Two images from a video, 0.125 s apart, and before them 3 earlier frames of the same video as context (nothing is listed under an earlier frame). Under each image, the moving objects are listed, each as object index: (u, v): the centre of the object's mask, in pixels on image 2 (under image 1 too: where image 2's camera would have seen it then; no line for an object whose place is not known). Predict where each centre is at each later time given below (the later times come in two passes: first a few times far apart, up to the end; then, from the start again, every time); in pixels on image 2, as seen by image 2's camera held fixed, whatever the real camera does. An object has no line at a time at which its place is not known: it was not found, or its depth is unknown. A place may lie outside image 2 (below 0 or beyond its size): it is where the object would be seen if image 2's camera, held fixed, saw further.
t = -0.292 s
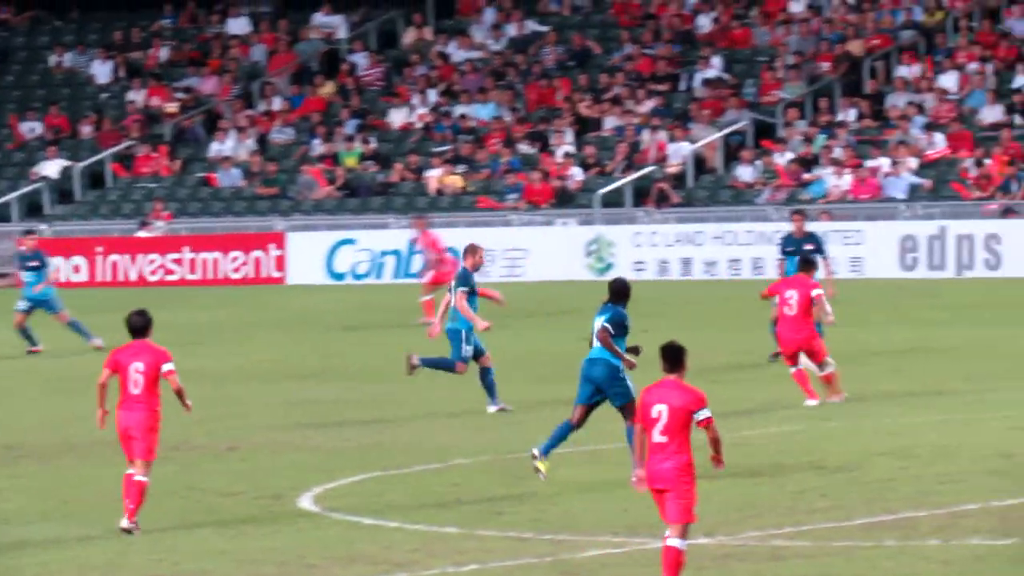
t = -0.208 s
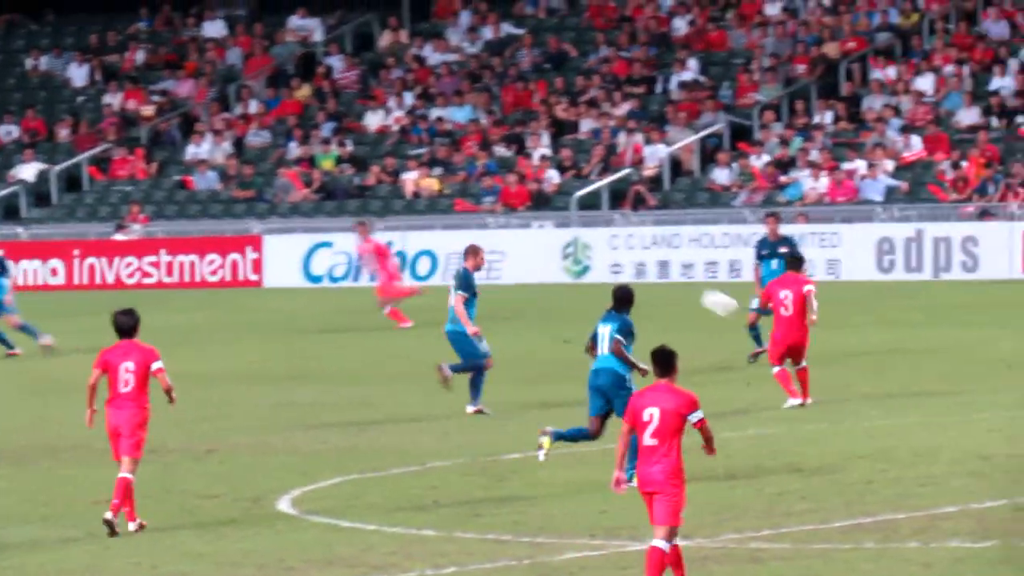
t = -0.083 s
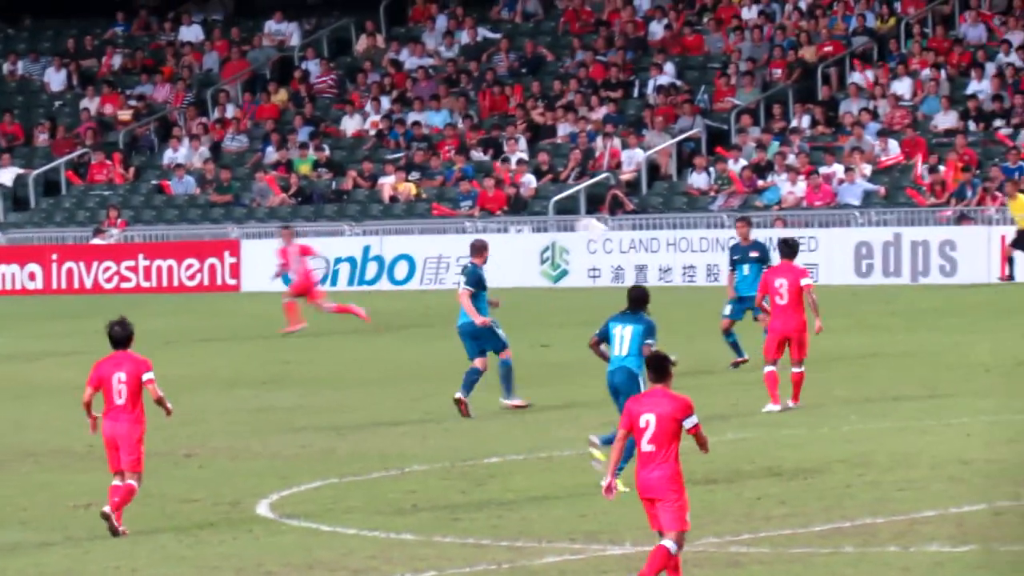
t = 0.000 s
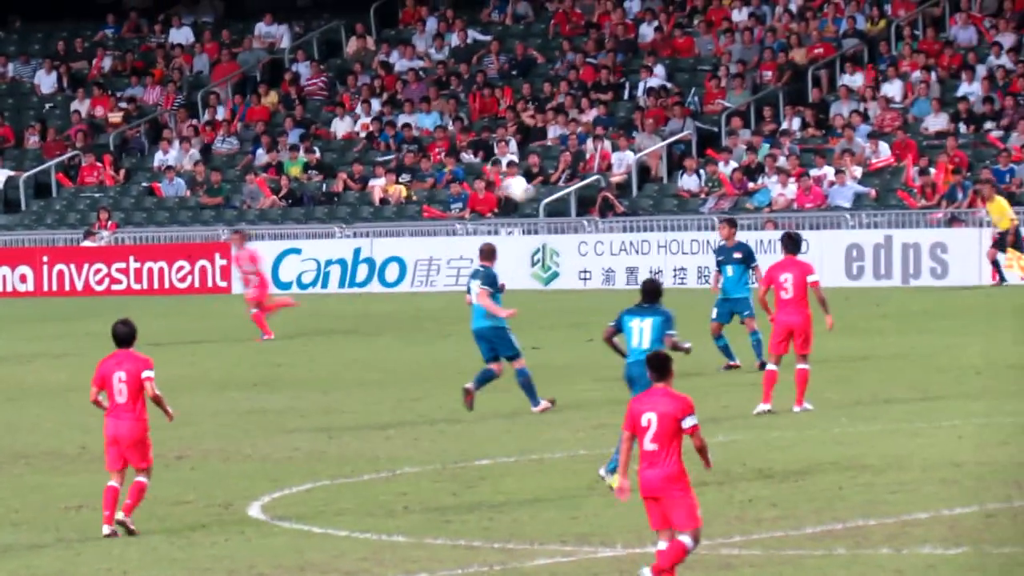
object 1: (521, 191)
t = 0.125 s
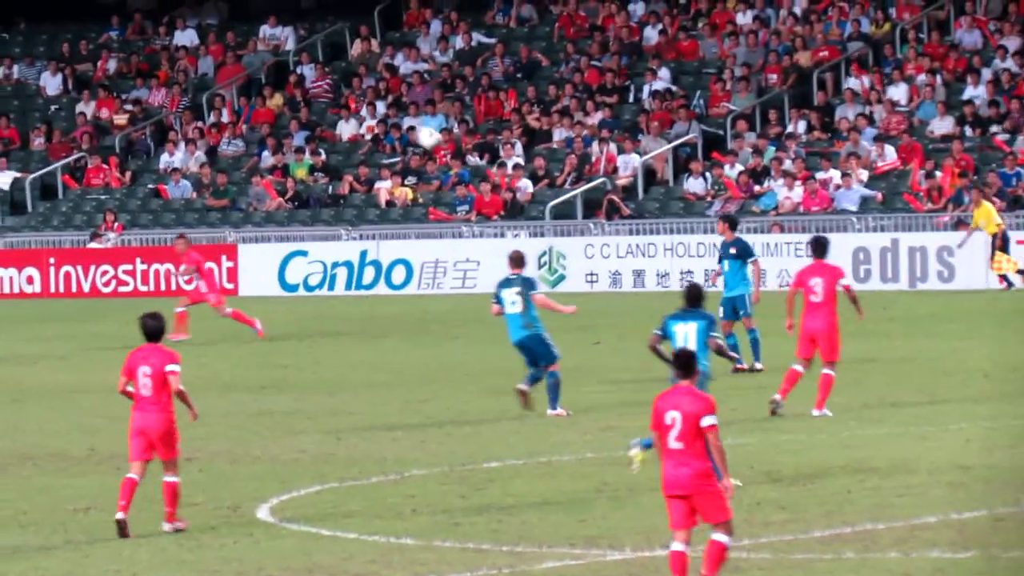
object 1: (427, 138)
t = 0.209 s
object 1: (370, 108)
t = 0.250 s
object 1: (342, 96)
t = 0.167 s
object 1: (399, 122)
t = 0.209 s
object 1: (370, 108)
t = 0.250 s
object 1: (342, 96)
